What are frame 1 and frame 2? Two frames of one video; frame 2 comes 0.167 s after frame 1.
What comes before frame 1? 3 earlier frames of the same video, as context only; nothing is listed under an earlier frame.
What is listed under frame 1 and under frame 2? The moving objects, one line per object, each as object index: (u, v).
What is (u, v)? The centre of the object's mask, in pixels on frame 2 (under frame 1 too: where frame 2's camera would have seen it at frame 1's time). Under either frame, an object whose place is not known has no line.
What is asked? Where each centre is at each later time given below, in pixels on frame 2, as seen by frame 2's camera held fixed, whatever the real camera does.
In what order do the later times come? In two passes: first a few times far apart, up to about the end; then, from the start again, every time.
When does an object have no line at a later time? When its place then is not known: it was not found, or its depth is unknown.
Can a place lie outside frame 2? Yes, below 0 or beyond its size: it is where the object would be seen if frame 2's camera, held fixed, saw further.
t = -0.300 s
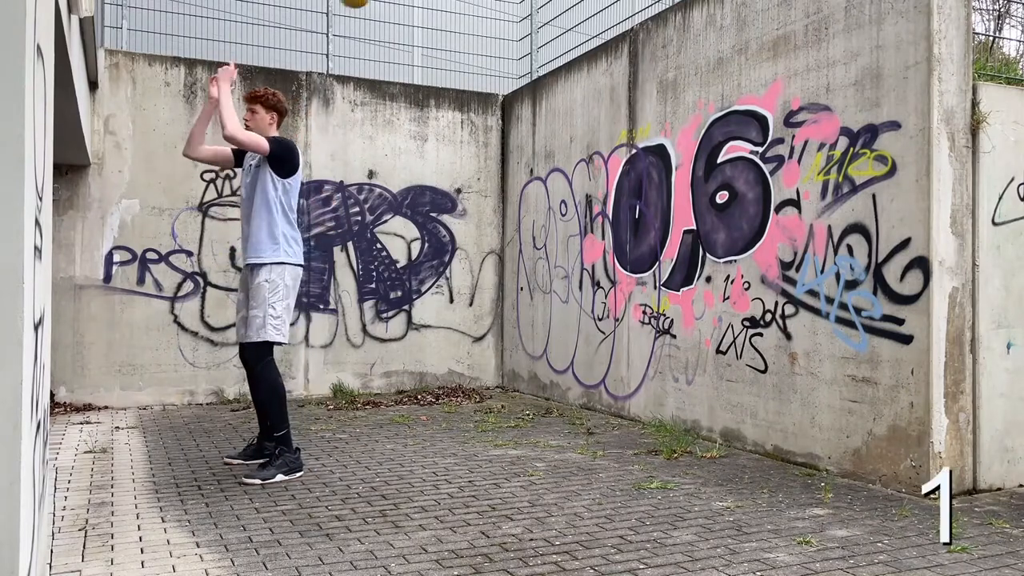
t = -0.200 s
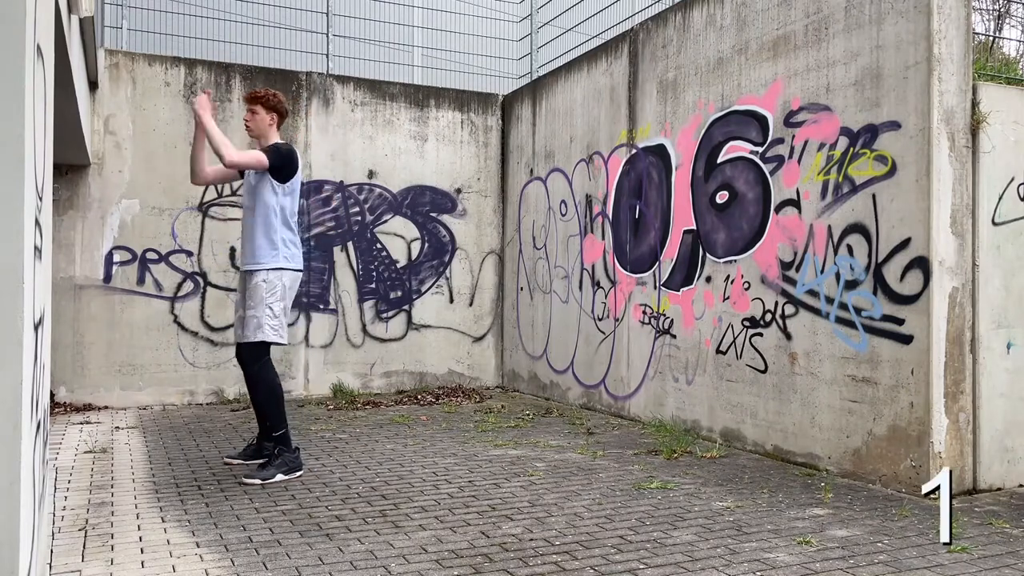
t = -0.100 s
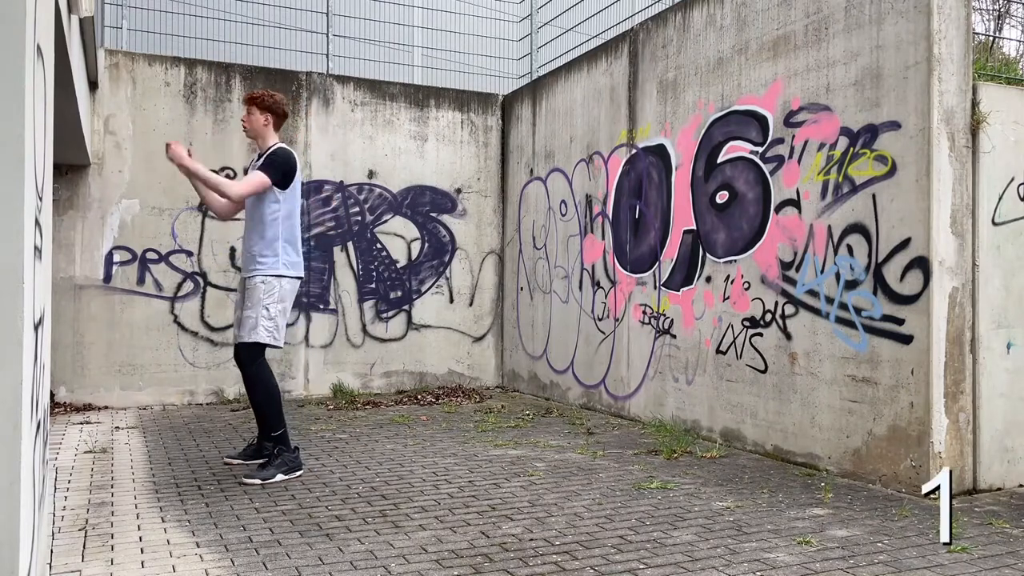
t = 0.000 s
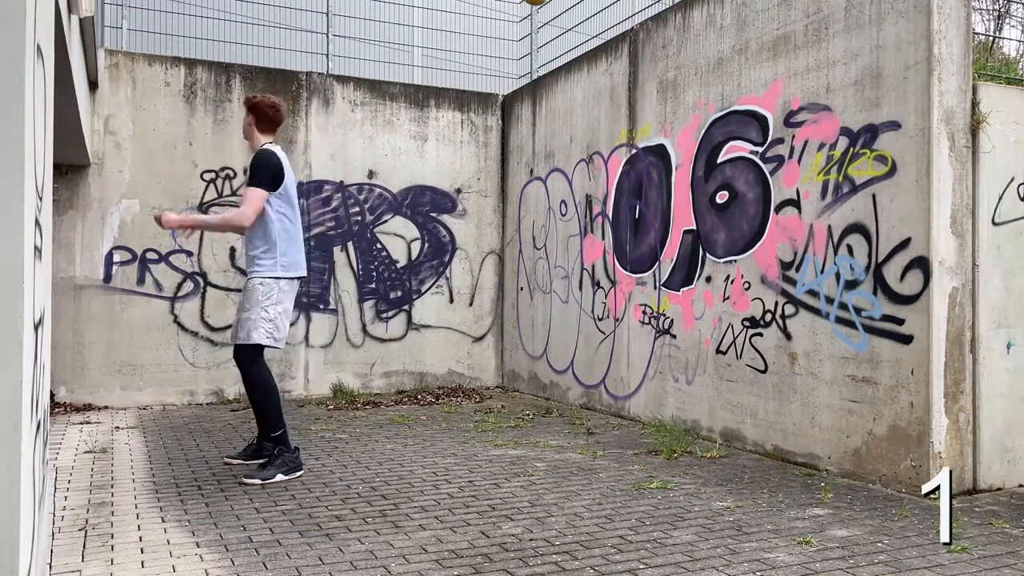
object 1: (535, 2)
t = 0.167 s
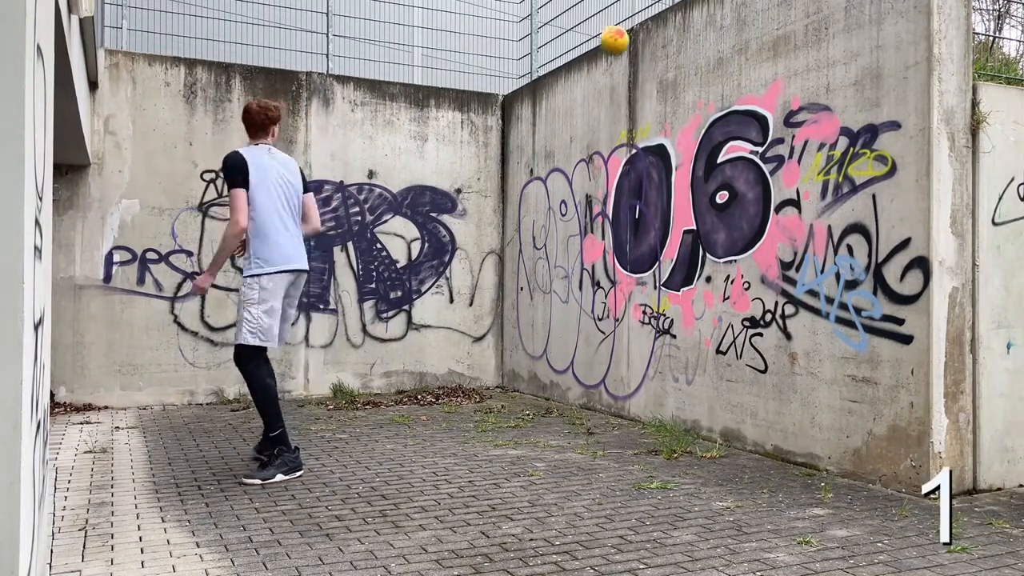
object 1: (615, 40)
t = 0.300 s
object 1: (608, 83)
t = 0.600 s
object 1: (479, 233)
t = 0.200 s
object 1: (629, 54)
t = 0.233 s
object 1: (635, 66)
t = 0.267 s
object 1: (621, 74)
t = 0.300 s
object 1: (608, 83)
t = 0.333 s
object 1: (594, 93)
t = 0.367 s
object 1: (579, 105)
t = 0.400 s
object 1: (565, 119)
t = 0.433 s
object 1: (551, 134)
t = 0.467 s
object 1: (537, 151)
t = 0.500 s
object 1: (523, 168)
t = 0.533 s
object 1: (509, 189)
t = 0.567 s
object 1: (494, 210)
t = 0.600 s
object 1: (479, 233)
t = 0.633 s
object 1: (464, 257)
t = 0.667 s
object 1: (450, 284)
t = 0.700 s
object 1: (434, 312)
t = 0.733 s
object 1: (420, 341)
